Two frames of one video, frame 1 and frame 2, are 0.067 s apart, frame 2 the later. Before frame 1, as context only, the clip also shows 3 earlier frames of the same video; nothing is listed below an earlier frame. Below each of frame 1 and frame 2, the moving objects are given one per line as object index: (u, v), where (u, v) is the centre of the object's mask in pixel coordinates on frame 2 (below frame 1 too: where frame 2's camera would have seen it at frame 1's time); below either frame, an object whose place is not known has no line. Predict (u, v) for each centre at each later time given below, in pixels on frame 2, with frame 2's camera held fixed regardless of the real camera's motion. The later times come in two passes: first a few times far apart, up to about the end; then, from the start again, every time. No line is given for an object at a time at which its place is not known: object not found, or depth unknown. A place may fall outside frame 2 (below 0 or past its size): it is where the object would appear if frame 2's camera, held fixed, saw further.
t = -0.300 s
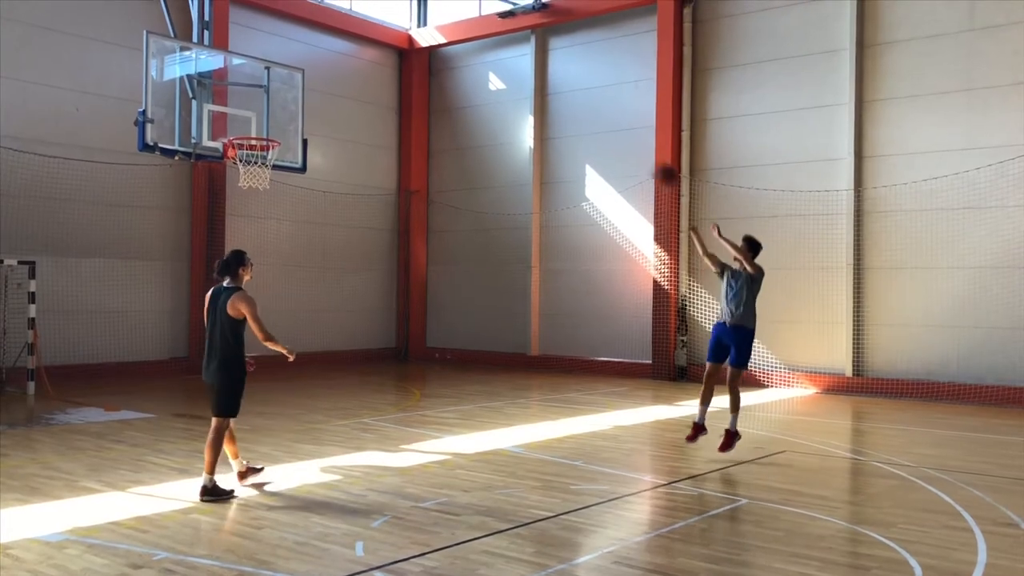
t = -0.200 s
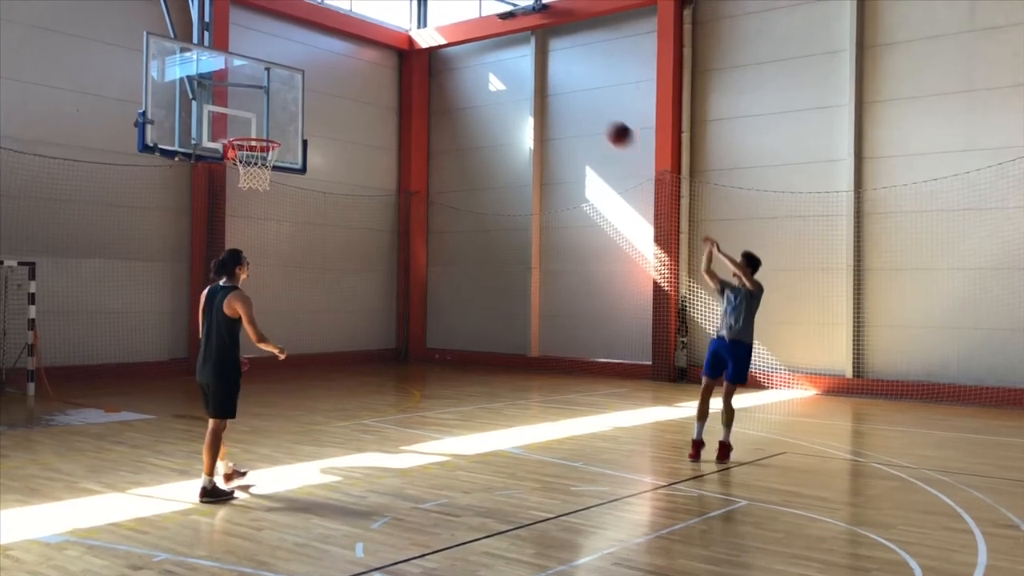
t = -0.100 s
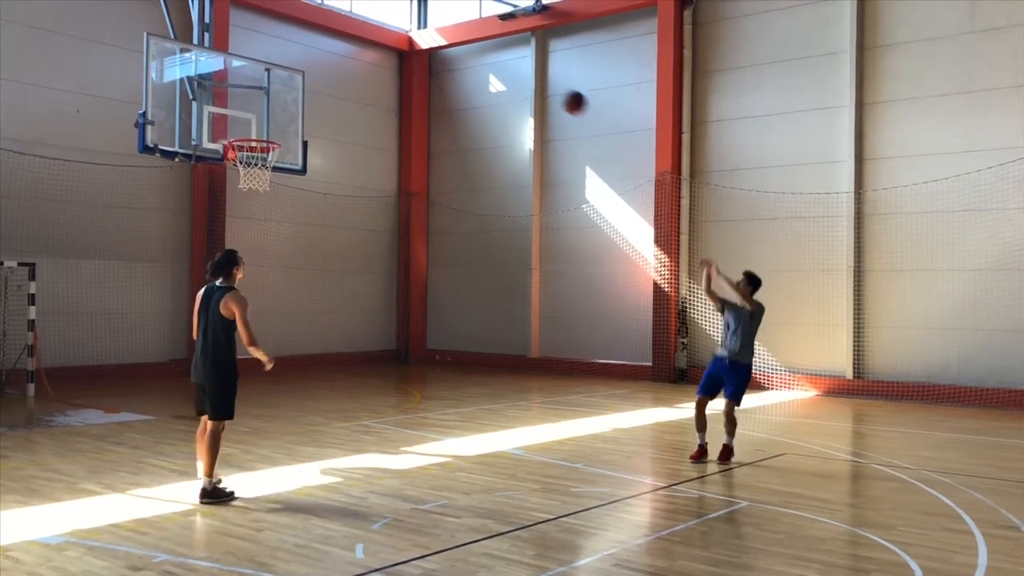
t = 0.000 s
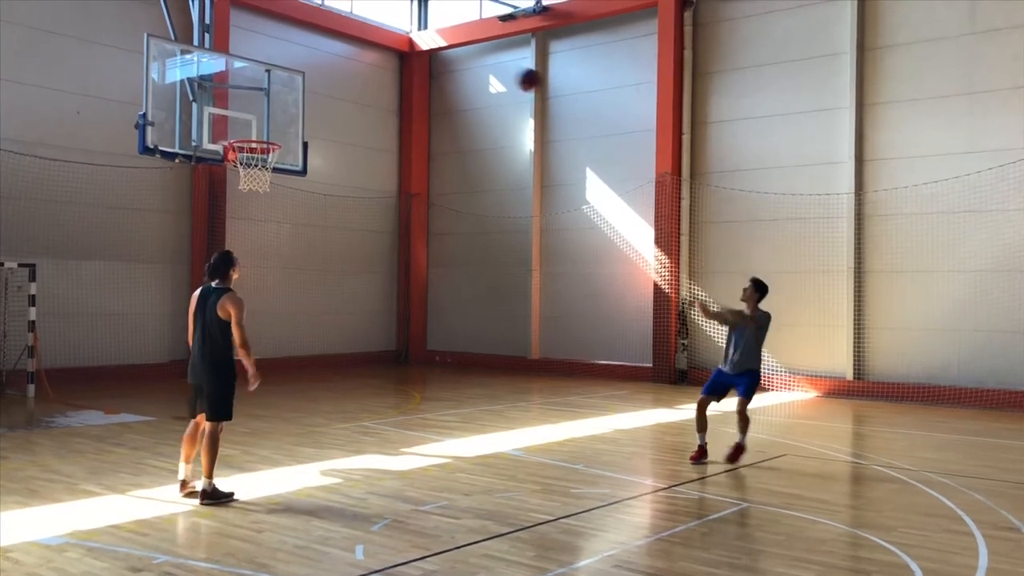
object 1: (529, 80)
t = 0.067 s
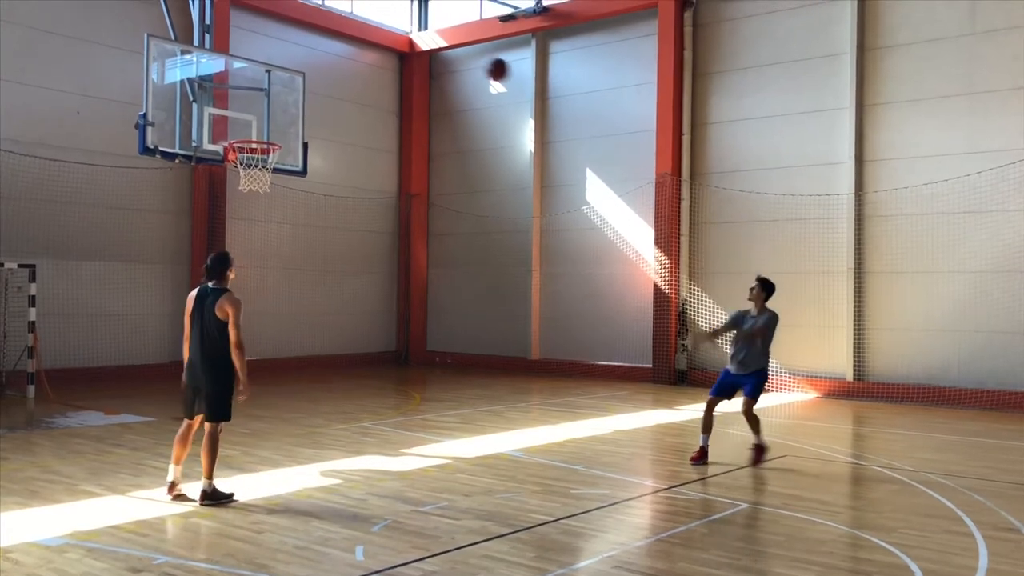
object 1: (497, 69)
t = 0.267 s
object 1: (403, 63)
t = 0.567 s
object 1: (252, 129)
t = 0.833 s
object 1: (283, 105)
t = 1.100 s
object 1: (325, 107)
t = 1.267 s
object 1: (352, 147)
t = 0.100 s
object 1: (482, 66)
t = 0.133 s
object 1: (466, 63)
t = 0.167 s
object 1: (451, 62)
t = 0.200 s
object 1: (436, 60)
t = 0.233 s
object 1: (418, 60)
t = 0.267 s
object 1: (403, 63)
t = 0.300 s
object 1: (385, 65)
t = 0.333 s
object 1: (369, 70)
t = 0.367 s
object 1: (353, 75)
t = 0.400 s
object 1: (337, 81)
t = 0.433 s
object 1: (320, 88)
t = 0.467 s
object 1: (303, 97)
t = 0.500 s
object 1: (287, 107)
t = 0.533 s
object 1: (271, 117)
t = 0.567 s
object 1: (252, 129)
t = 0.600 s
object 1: (245, 134)
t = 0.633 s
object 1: (251, 135)
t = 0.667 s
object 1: (257, 135)
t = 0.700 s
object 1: (262, 129)
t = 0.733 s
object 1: (267, 122)
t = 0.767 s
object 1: (272, 115)
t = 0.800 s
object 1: (278, 109)
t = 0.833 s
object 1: (283, 105)
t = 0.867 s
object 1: (288, 101)
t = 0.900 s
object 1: (293, 98)
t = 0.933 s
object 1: (299, 97)
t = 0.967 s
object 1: (304, 97)
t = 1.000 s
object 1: (309, 98)
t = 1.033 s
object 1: (315, 100)
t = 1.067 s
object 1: (320, 103)
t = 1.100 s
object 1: (325, 107)
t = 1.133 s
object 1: (330, 113)
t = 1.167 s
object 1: (336, 119)
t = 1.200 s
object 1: (342, 128)
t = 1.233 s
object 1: (347, 136)
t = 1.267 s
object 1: (352, 147)
